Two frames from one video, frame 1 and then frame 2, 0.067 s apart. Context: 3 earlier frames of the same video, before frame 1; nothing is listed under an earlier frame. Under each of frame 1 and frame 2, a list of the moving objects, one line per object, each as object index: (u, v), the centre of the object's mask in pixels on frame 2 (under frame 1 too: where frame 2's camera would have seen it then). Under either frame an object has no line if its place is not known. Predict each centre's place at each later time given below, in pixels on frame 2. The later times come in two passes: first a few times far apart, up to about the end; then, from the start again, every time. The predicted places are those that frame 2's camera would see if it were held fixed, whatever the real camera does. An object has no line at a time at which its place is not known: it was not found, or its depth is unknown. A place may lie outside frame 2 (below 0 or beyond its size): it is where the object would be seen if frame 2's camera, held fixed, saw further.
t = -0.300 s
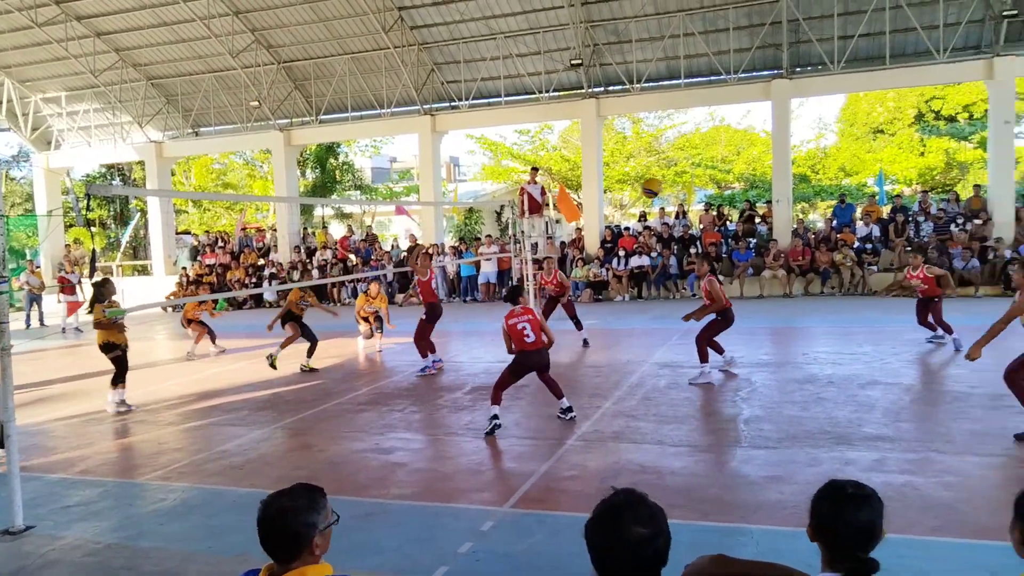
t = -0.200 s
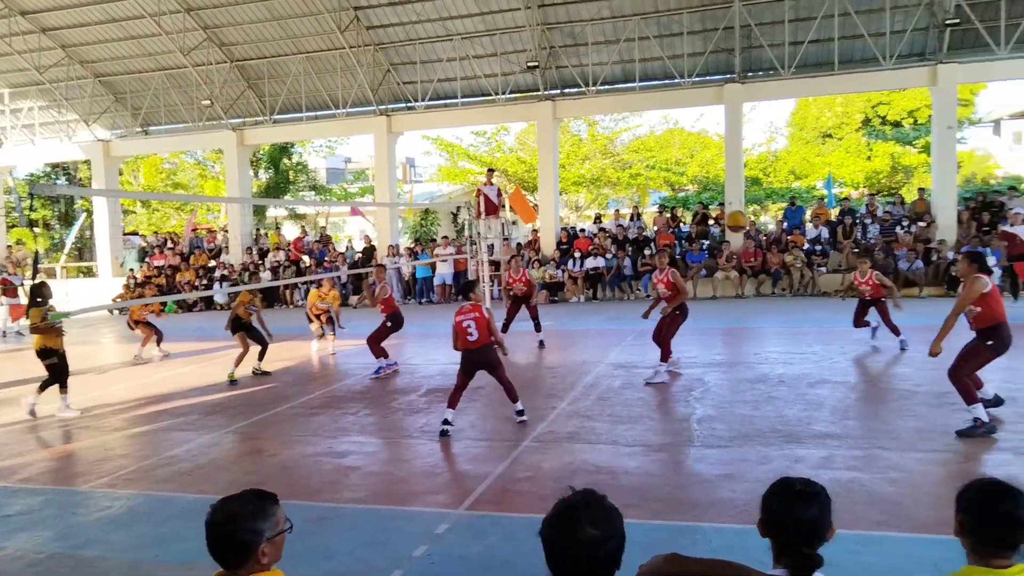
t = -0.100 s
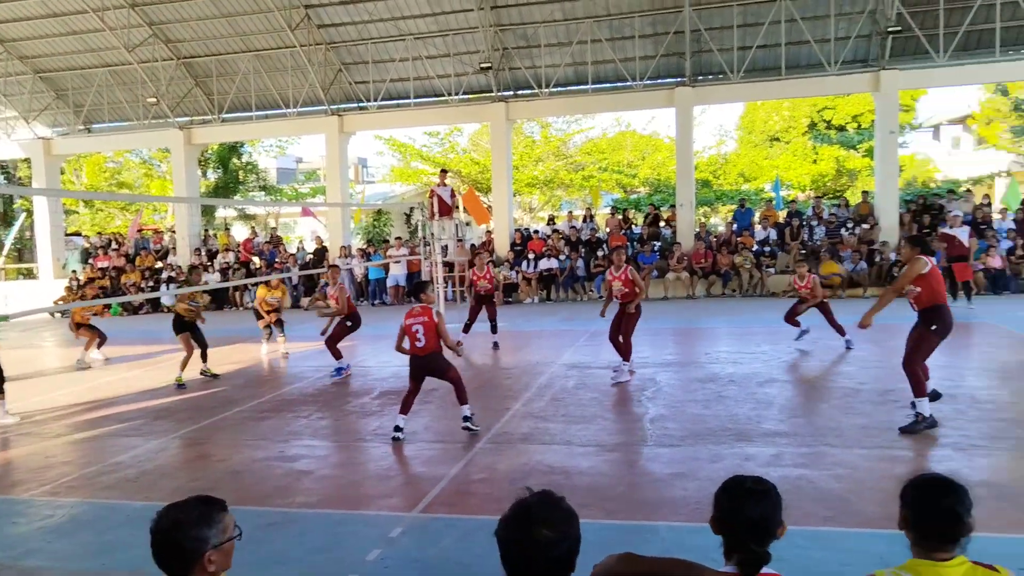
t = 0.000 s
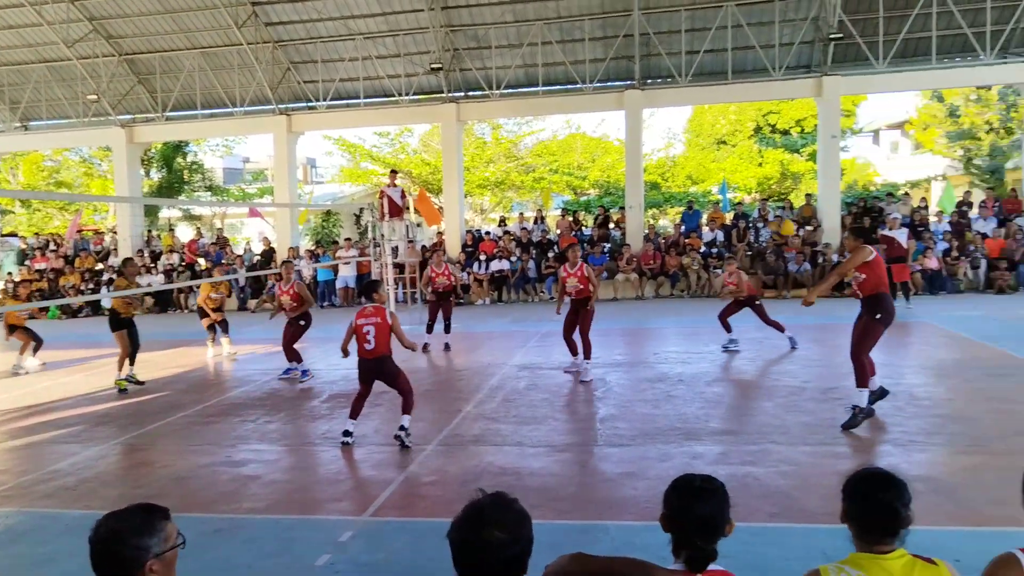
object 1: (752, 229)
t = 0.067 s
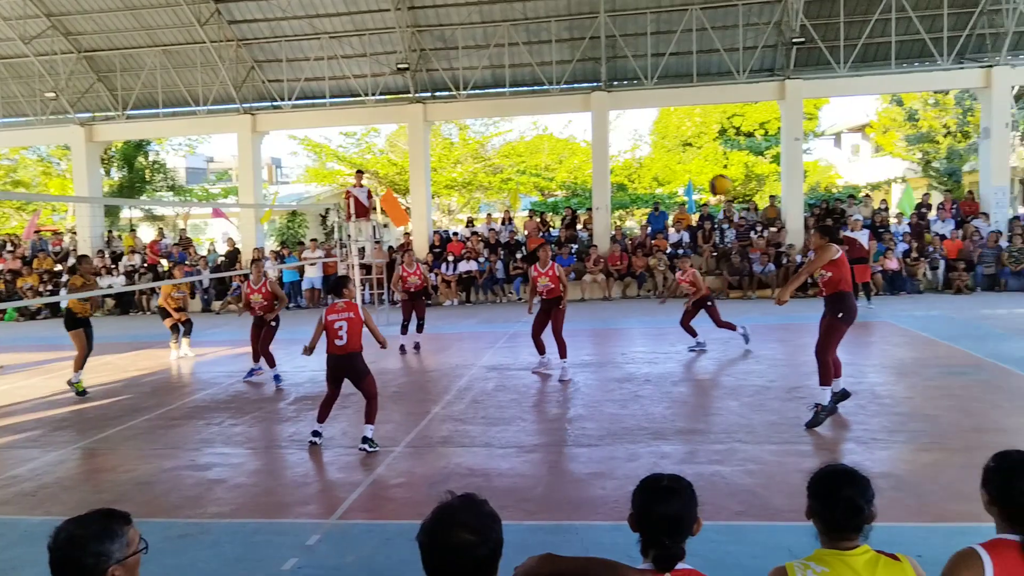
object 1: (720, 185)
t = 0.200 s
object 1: (667, 110)
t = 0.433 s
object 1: (584, 32)
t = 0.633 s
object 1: (524, 13)
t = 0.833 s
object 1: (472, 31)
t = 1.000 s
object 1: (433, 71)
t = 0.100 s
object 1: (706, 164)
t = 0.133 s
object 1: (692, 144)
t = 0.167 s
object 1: (680, 127)
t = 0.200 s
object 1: (667, 110)
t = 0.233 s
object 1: (654, 95)
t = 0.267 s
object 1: (643, 81)
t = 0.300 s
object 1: (631, 69)
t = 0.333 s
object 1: (618, 58)
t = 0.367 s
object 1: (607, 49)
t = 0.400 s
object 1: (596, 40)
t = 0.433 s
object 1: (584, 32)
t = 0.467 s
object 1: (575, 27)
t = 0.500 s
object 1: (564, 21)
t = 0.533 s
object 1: (553, 17)
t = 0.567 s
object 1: (544, 15)
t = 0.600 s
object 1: (533, 14)
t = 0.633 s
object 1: (524, 13)
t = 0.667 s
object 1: (514, 13)
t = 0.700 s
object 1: (506, 15)
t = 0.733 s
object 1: (497, 17)
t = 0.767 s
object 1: (488, 21)
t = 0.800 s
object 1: (479, 25)
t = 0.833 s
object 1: (472, 31)
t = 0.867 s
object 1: (463, 38)
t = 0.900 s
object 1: (455, 45)
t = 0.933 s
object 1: (447, 53)
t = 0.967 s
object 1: (440, 62)
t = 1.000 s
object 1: (433, 71)
